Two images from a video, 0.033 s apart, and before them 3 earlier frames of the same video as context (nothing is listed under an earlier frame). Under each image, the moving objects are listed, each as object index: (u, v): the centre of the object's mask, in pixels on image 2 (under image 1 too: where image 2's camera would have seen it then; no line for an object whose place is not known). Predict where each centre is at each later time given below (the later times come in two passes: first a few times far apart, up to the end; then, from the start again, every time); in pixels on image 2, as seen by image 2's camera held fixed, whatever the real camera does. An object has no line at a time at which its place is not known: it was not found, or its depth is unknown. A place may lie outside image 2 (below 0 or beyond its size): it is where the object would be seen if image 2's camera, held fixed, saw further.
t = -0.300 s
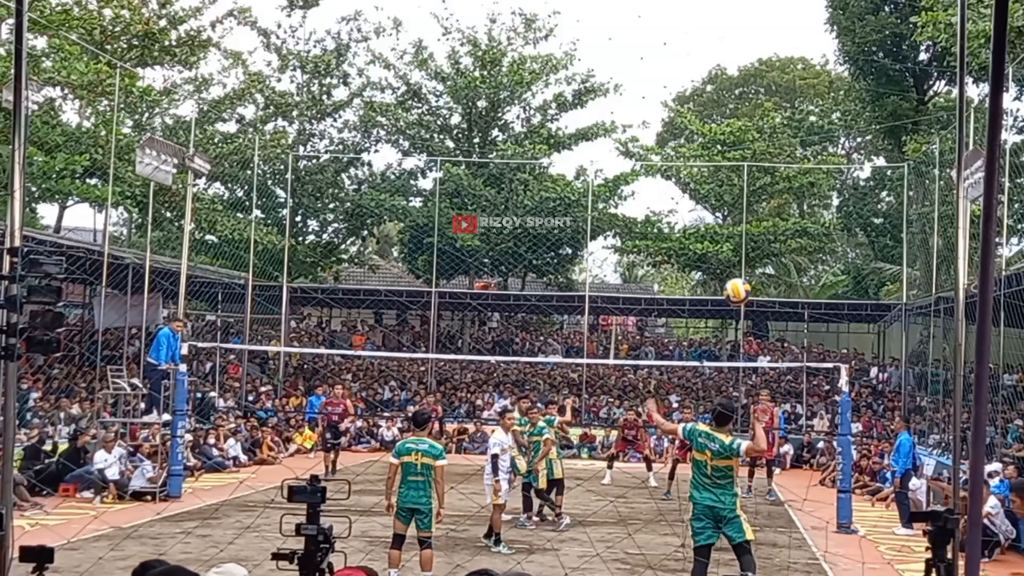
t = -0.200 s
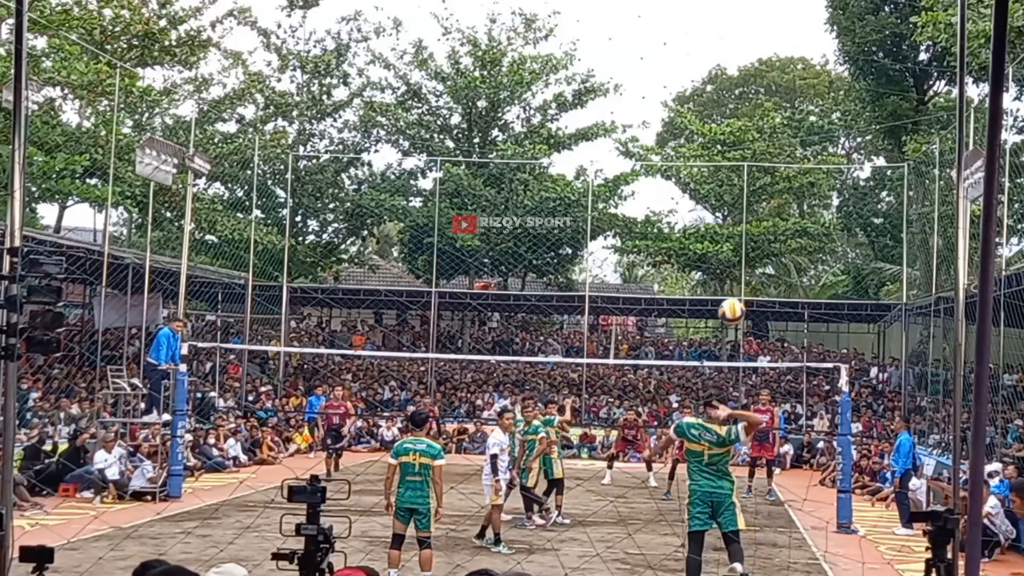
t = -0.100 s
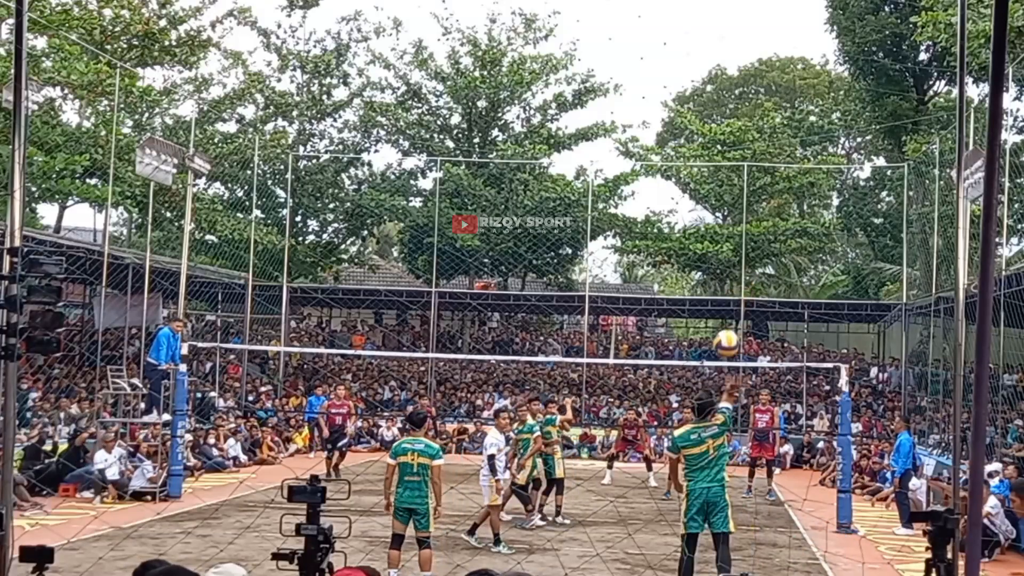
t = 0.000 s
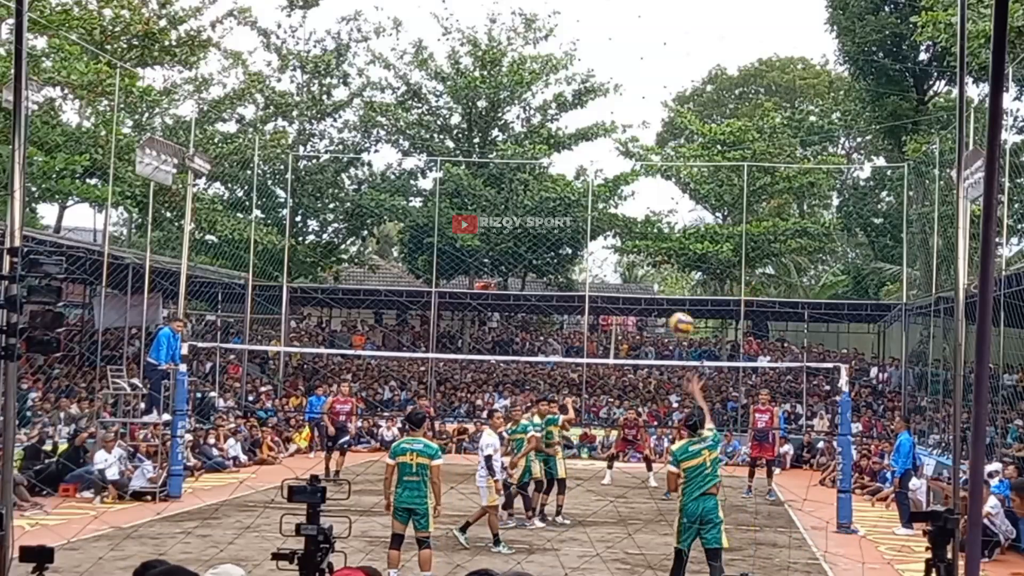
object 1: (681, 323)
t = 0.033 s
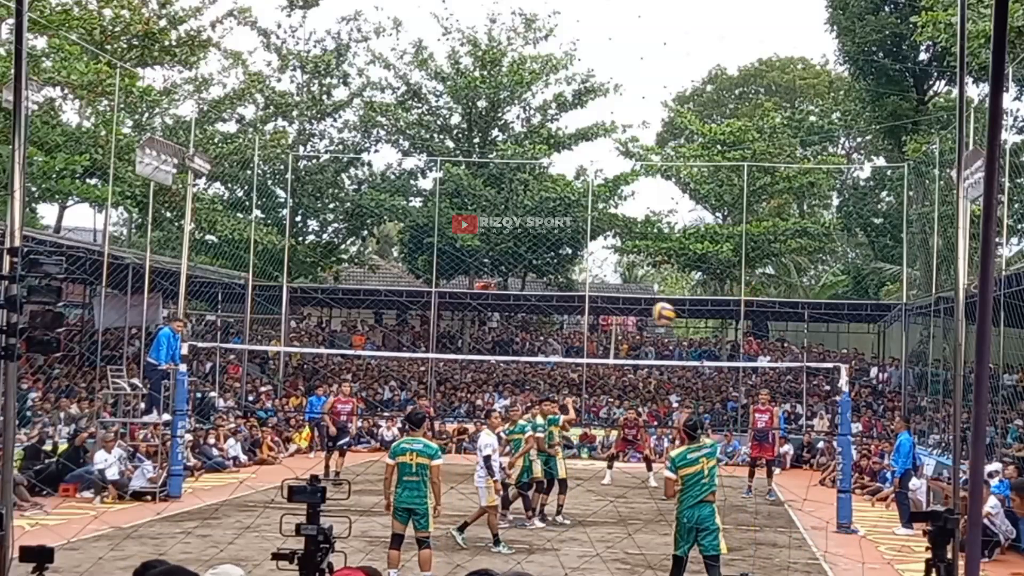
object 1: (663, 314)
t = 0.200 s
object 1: (590, 286)
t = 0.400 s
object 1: (530, 288)
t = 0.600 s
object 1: (487, 308)
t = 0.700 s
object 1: (470, 322)
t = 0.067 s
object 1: (647, 306)
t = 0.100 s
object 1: (632, 299)
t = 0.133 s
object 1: (617, 293)
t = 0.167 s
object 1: (603, 289)
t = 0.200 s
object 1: (590, 286)
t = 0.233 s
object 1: (579, 284)
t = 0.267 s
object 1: (568, 283)
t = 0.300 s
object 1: (557, 283)
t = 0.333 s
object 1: (548, 284)
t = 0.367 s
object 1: (538, 285)
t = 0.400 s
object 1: (530, 288)
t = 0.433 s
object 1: (522, 290)
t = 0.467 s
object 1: (514, 293)
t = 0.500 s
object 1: (507, 297)
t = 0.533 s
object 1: (500, 300)
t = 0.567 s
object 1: (493, 304)
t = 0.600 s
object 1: (487, 308)
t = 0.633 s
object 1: (481, 312)
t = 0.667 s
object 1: (476, 316)
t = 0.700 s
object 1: (470, 322)
